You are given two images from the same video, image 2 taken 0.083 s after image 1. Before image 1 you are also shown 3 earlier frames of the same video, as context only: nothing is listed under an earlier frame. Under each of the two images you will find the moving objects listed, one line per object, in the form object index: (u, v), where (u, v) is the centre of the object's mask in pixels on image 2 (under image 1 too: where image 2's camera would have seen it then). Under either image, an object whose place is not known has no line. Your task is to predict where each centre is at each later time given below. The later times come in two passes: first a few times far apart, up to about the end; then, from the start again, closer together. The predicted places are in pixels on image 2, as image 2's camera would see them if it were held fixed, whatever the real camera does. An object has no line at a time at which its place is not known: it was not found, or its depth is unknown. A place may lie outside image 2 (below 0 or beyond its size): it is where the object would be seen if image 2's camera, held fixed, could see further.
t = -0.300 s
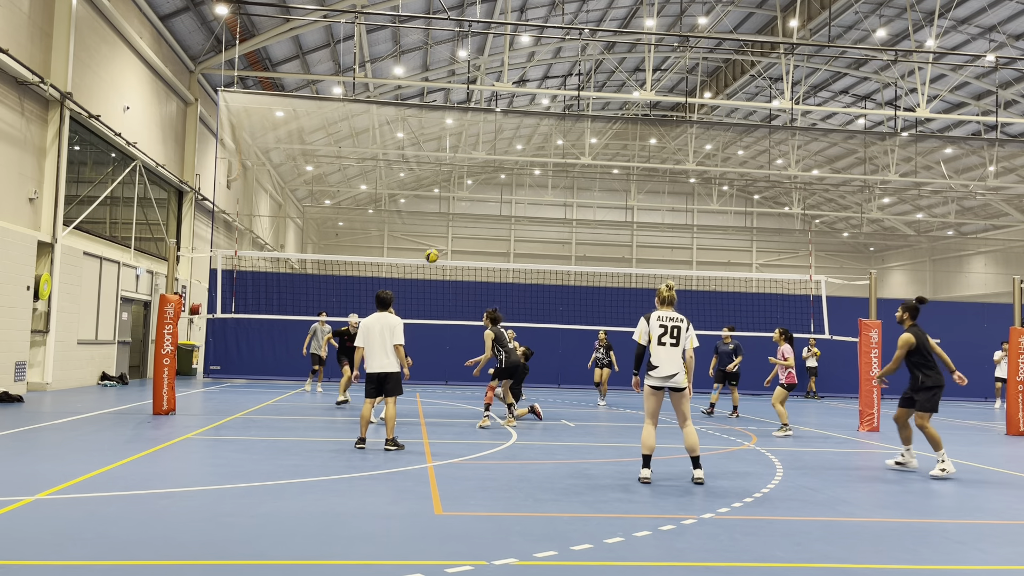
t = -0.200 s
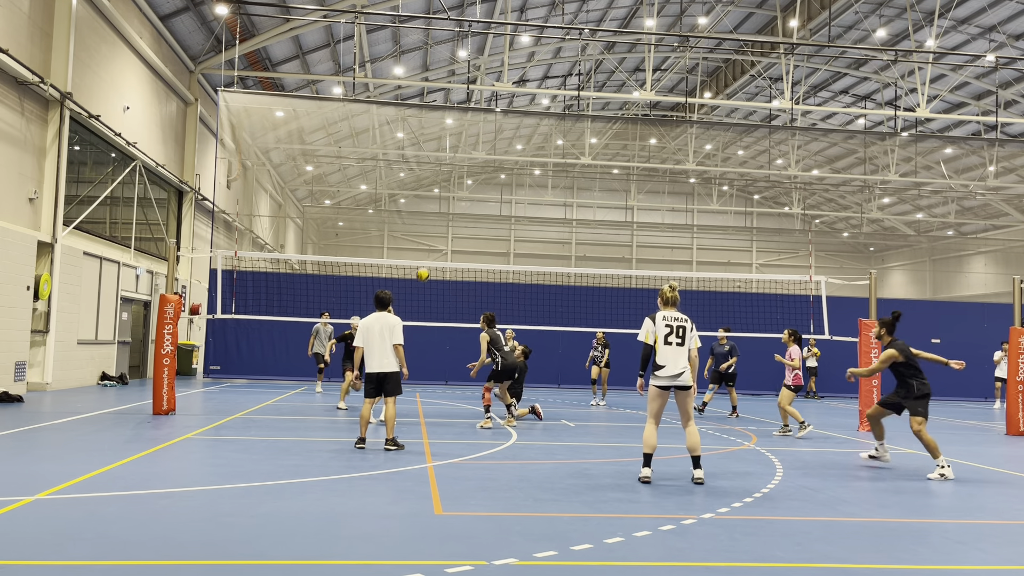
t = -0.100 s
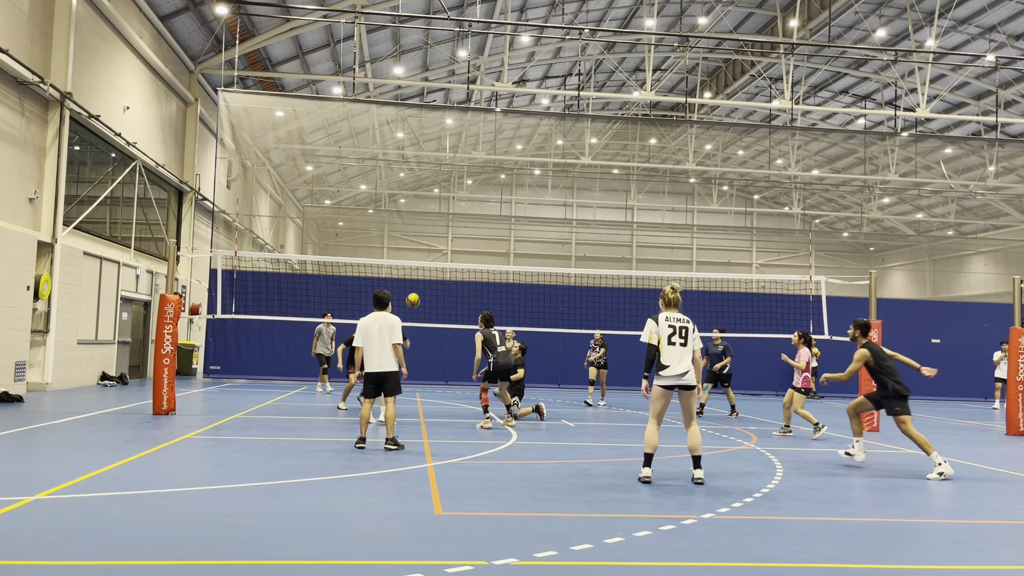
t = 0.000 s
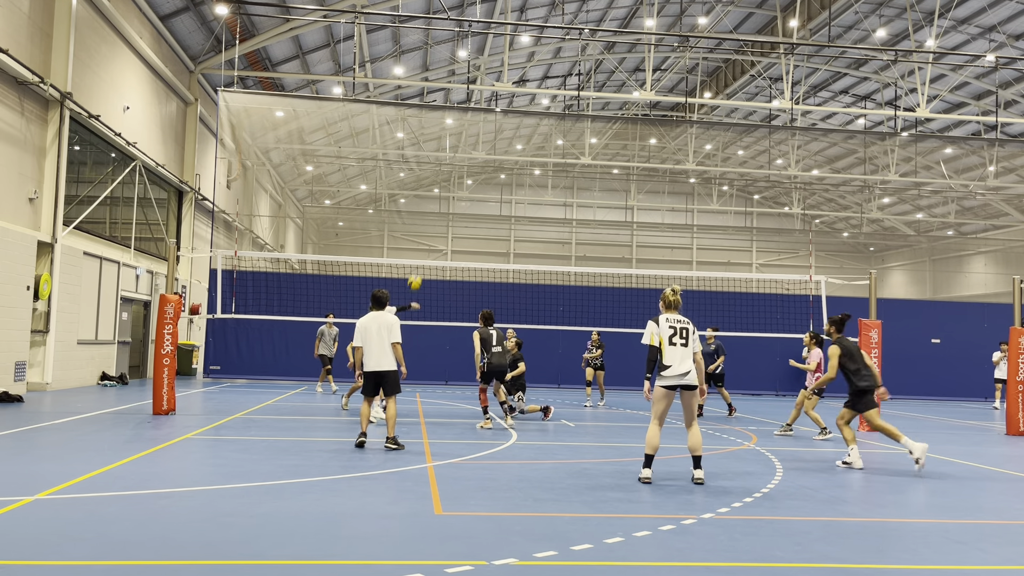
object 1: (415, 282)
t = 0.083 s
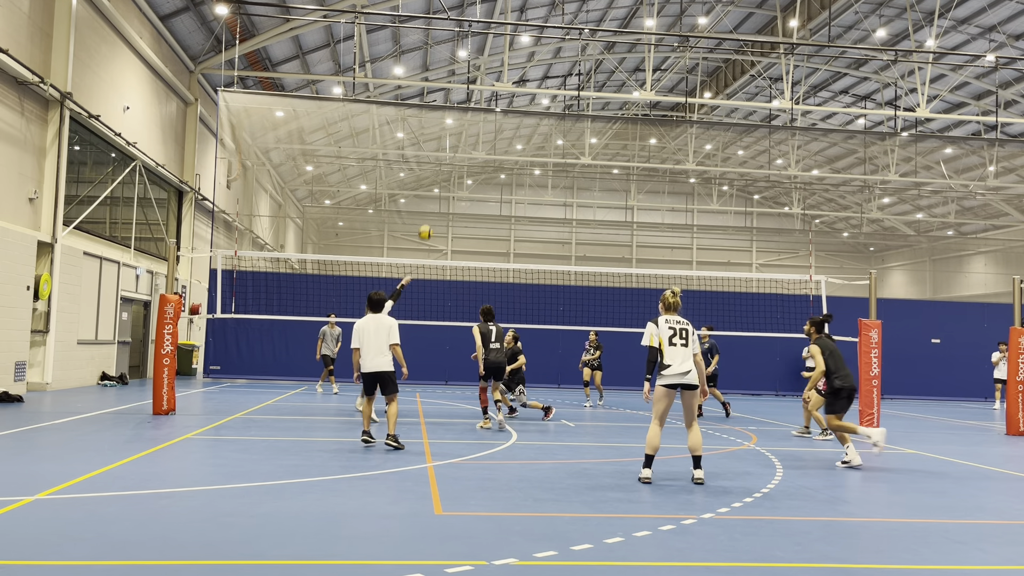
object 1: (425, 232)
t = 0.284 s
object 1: (450, 134)
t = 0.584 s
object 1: (484, 37)
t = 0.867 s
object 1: (515, 4)
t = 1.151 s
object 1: (545, 17)
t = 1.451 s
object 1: (573, 93)
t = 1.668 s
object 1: (591, 184)
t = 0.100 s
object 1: (427, 223)
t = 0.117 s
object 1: (429, 214)
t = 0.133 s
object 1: (431, 205)
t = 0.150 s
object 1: (433, 196)
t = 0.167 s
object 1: (436, 188)
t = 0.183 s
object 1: (438, 179)
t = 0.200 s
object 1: (440, 171)
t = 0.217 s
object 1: (442, 163)
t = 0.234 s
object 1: (444, 156)
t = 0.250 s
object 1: (446, 148)
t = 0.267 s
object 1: (448, 140)
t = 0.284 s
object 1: (450, 134)
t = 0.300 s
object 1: (452, 128)
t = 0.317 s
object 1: (454, 120)
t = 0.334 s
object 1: (456, 113)
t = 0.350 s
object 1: (458, 107)
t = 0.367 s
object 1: (459, 101)
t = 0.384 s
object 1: (461, 94)
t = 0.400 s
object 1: (463, 88)
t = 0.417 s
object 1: (466, 83)
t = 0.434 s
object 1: (467, 78)
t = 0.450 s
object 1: (469, 73)
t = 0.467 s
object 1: (471, 67)
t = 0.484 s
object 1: (473, 63)
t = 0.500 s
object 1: (475, 58)
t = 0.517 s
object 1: (477, 53)
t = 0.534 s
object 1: (479, 49)
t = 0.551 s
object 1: (481, 45)
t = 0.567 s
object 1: (482, 41)
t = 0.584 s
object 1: (484, 37)
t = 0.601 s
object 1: (486, 33)
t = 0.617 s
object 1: (488, 30)
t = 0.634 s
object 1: (490, 27)
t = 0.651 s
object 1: (491, 24)
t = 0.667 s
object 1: (493, 21)
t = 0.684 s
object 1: (495, 18)
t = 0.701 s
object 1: (497, 15)
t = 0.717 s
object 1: (499, 13)
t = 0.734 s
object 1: (501, 11)
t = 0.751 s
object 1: (503, 9)
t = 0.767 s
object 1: (505, 7)
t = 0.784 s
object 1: (506, 6)
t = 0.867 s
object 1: (515, 4)
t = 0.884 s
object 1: (517, 3)
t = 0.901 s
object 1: (519, 4)
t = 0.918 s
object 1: (521, 3)
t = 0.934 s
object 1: (522, 3)
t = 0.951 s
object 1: (524, 3)
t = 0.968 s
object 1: (525, 4)
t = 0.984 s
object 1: (527, 4)
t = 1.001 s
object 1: (529, 4)
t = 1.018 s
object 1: (531, 5)
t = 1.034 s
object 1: (533, 5)
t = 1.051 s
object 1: (535, 6)
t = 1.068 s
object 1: (536, 7)
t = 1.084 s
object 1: (538, 8)
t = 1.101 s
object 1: (540, 10)
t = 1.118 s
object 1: (542, 13)
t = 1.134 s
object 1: (543, 15)
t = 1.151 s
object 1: (545, 17)
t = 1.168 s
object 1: (547, 20)
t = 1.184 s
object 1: (548, 23)
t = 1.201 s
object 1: (550, 25)
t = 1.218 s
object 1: (551, 29)
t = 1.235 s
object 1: (553, 32)
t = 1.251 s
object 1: (555, 36)
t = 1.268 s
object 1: (556, 39)
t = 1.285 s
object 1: (558, 44)
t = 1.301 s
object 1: (560, 48)
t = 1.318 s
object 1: (561, 52)
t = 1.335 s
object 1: (563, 56)
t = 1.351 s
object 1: (564, 60)
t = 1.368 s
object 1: (566, 66)
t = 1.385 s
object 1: (567, 71)
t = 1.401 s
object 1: (568, 76)
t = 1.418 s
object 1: (570, 82)
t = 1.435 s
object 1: (572, 86)
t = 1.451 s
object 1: (573, 93)
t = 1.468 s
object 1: (575, 100)
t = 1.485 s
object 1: (576, 105)
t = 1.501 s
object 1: (577, 111)
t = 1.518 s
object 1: (579, 118)
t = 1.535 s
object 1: (580, 124)
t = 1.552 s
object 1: (582, 131)
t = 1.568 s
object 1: (583, 138)
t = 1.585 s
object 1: (585, 146)
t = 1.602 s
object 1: (586, 153)
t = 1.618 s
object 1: (587, 160)
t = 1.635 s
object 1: (589, 168)
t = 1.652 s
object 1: (590, 176)
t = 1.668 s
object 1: (591, 184)
